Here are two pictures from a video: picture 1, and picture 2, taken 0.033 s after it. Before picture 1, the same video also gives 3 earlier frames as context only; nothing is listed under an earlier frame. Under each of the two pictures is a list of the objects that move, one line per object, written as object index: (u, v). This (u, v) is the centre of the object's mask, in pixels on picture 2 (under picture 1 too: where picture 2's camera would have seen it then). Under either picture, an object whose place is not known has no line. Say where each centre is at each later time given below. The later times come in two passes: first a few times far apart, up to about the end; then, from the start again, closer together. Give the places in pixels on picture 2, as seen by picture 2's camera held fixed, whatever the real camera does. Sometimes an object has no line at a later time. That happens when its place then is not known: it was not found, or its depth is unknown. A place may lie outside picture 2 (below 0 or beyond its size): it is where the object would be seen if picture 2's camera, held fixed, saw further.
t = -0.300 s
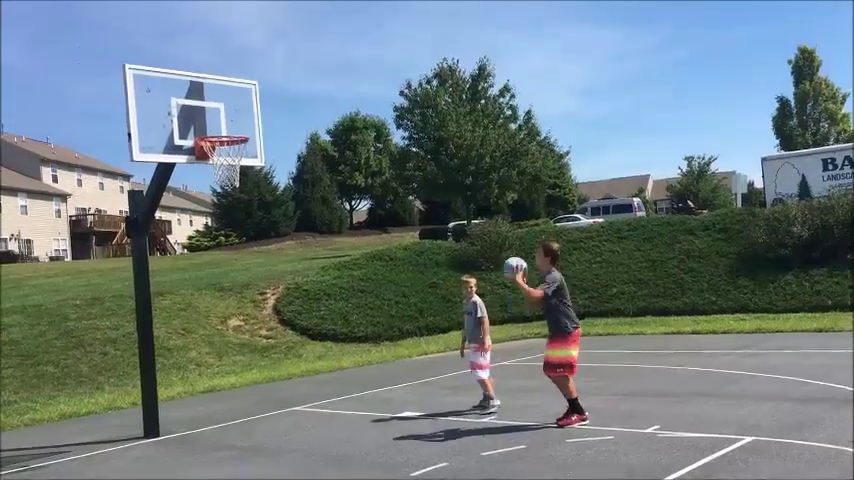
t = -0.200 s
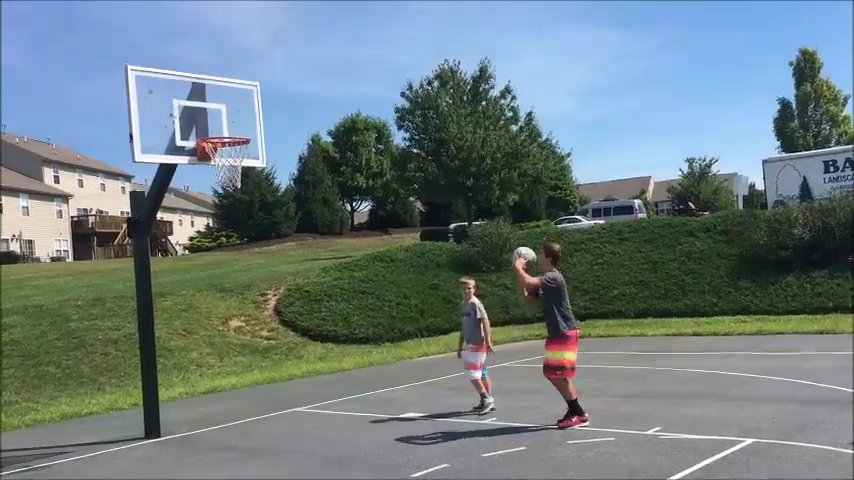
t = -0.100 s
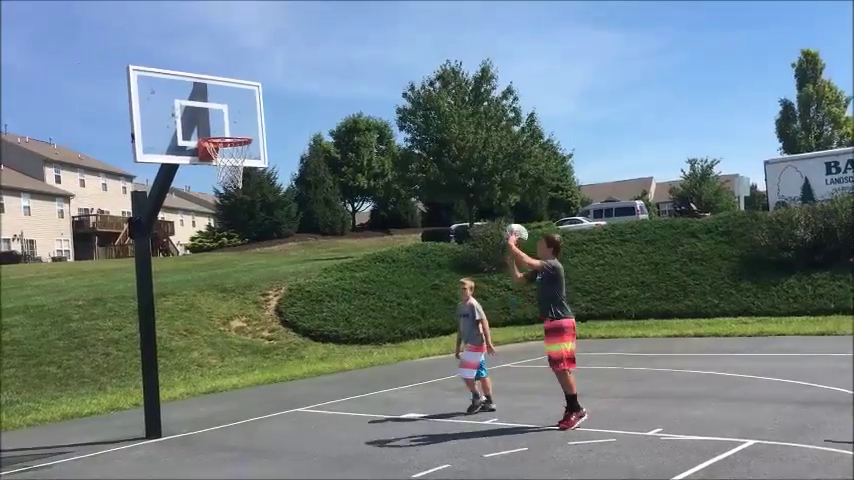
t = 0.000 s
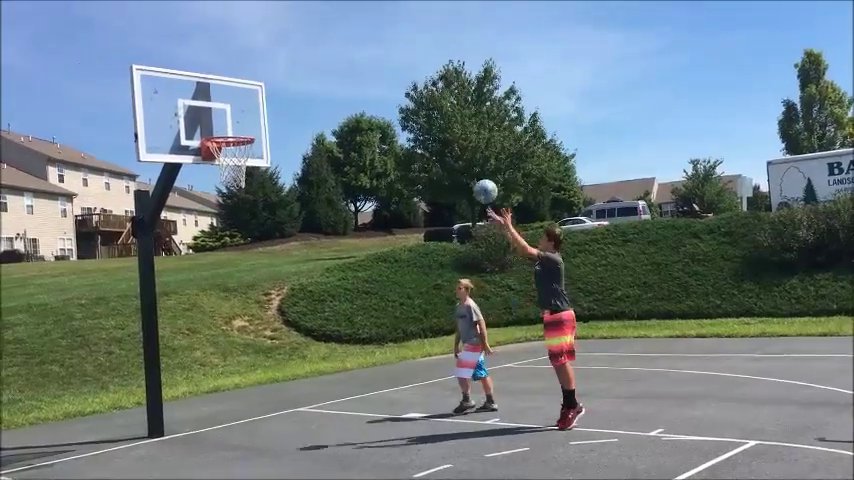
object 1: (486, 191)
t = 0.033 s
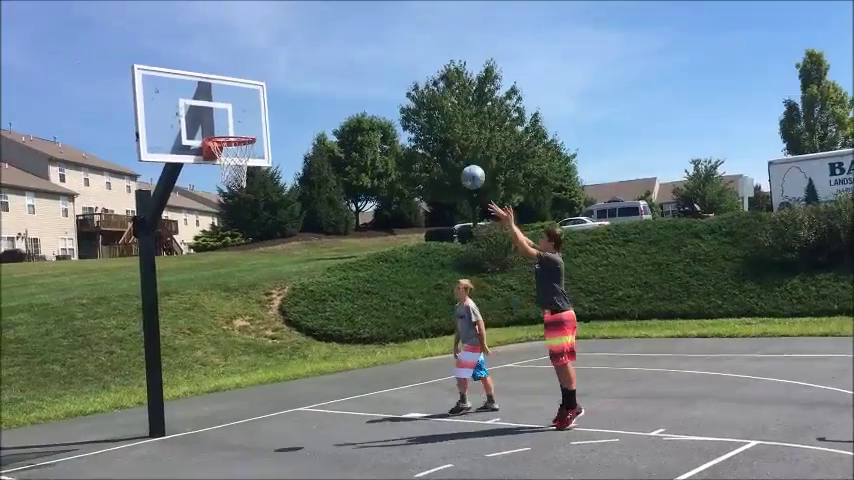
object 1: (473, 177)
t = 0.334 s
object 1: (356, 100)
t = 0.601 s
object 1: (261, 107)
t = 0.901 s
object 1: (221, 138)
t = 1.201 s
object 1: (220, 175)
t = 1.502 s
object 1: (205, 259)
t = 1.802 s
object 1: (190, 431)
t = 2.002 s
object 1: (187, 349)
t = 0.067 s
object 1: (459, 164)
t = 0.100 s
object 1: (446, 152)
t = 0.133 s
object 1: (433, 141)
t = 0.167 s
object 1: (420, 131)
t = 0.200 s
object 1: (407, 122)
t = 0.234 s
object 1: (394, 115)
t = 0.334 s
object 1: (356, 100)
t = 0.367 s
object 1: (344, 97)
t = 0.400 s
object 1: (332, 95)
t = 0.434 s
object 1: (319, 94)
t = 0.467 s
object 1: (307, 94)
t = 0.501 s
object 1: (295, 96)
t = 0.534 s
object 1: (284, 98)
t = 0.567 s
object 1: (273, 102)
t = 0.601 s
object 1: (261, 107)
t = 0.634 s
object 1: (249, 112)
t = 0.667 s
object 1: (238, 119)
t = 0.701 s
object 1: (227, 126)
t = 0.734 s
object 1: (218, 129)
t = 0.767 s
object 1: (228, 135)
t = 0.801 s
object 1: (240, 137)
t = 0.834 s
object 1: (237, 137)
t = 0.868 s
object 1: (228, 138)
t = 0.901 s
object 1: (221, 138)
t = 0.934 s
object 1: (228, 140)
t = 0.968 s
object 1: (235, 140)
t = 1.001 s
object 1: (244, 144)
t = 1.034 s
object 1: (240, 148)
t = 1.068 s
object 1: (235, 154)
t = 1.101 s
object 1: (230, 161)
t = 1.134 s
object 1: (224, 169)
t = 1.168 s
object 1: (224, 173)
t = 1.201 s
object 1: (220, 175)
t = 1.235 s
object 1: (218, 183)
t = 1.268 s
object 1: (216, 187)
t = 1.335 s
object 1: (212, 202)
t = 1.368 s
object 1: (210, 211)
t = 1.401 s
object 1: (208, 221)
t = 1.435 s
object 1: (207, 232)
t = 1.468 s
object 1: (206, 245)
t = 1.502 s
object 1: (205, 259)
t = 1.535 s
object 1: (202, 273)
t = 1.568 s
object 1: (200, 289)
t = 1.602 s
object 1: (199, 306)
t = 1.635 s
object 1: (197, 324)
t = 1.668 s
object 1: (195, 342)
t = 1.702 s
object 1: (194, 363)
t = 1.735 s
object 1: (193, 385)
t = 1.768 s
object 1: (191, 407)
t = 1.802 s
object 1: (190, 431)
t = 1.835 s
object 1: (189, 433)
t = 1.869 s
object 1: (189, 414)
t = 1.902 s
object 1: (188, 396)
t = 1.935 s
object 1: (187, 379)
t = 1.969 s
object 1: (187, 364)
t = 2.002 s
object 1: (187, 349)
